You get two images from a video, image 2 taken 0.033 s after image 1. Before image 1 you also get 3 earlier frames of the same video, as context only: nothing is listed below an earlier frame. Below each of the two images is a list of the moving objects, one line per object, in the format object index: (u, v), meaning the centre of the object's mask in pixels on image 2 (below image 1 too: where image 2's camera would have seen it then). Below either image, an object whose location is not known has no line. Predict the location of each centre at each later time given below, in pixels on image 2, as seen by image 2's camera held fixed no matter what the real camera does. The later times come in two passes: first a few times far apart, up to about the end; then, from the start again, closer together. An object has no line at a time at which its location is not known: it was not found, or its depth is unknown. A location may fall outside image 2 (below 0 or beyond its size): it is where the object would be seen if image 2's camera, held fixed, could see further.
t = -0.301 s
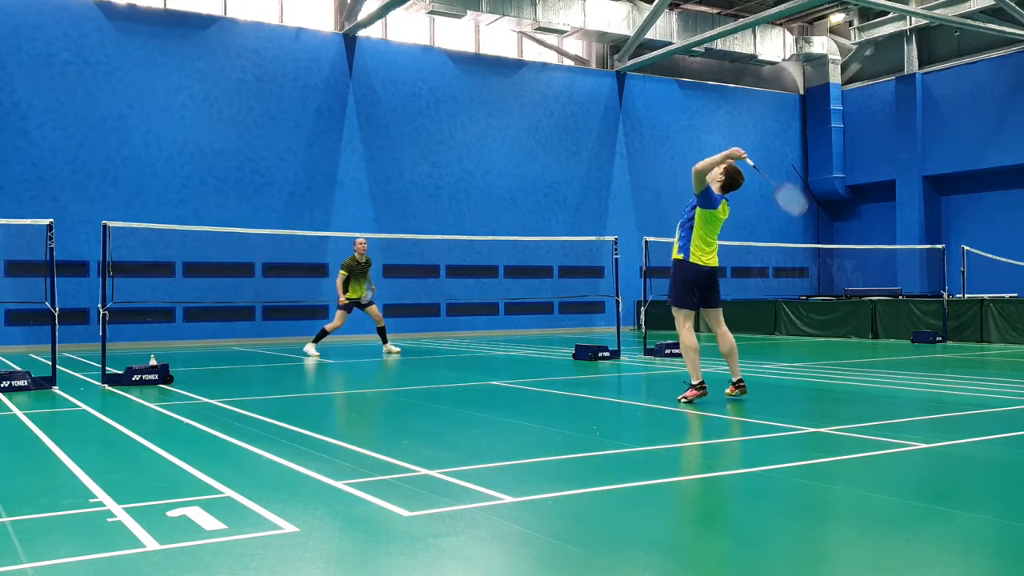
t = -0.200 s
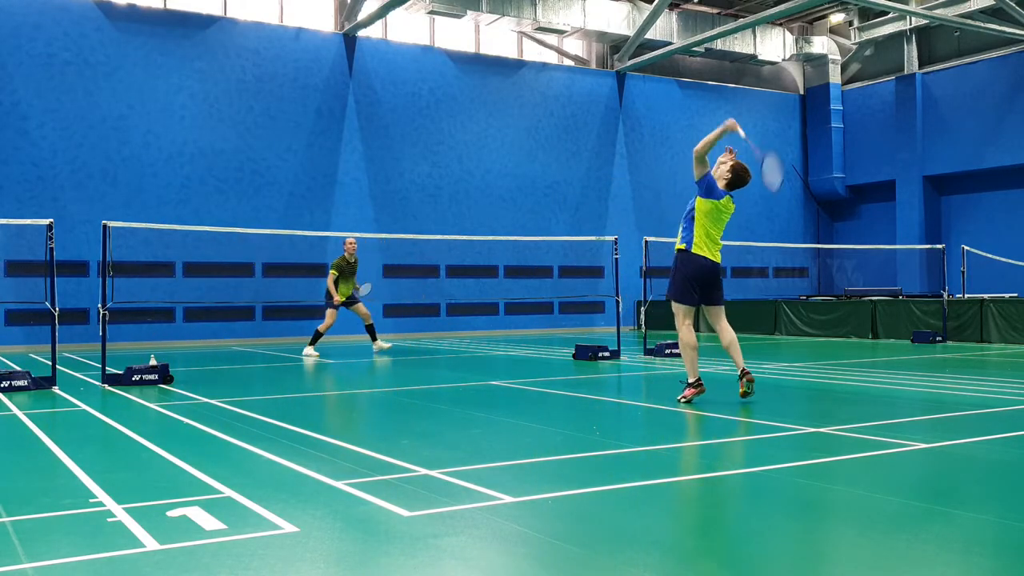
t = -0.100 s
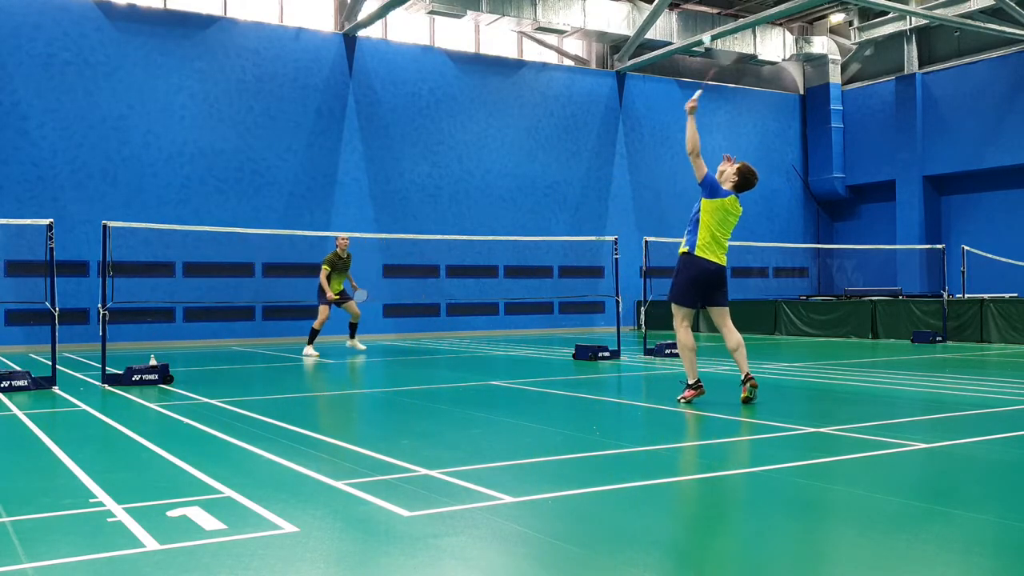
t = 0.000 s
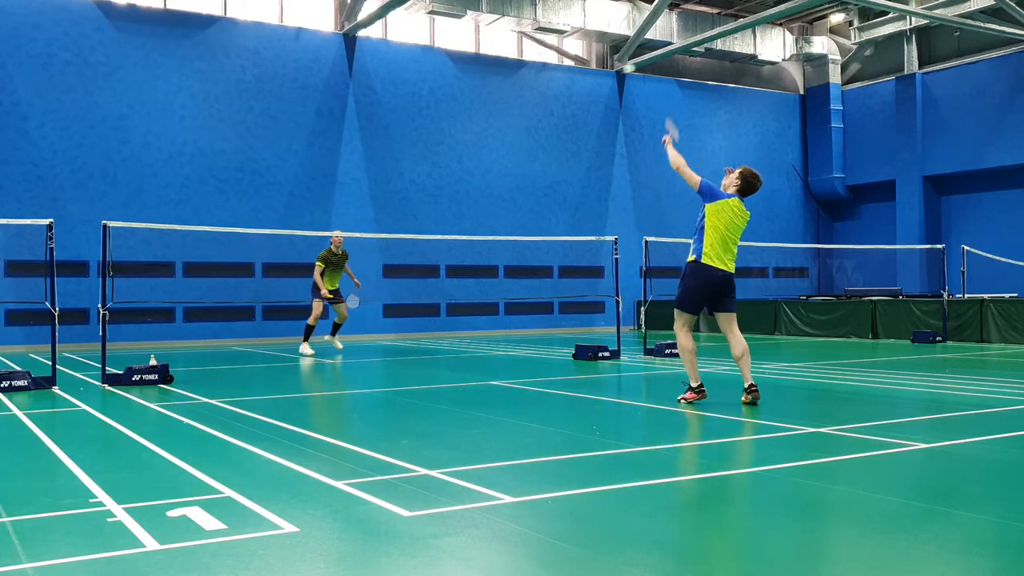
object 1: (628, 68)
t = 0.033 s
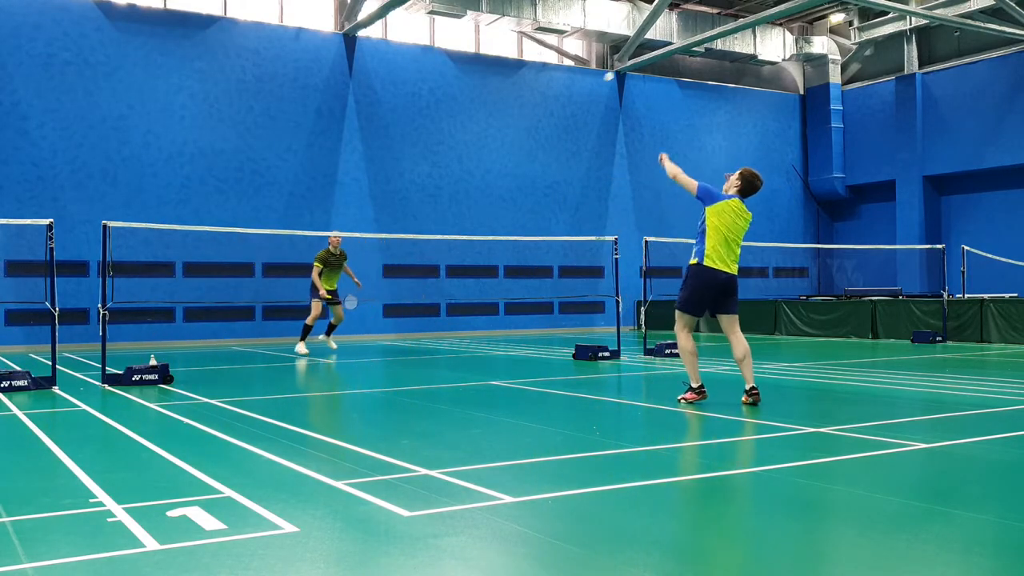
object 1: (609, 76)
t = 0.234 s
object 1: (528, 125)
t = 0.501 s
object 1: (476, 198)
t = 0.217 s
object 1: (533, 121)
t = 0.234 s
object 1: (528, 125)
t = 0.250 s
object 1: (524, 129)
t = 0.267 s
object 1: (519, 134)
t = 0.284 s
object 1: (515, 137)
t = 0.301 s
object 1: (511, 142)
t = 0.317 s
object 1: (507, 146)
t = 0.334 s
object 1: (504, 151)
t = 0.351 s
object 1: (501, 155)
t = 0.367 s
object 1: (498, 160)
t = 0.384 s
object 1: (494, 164)
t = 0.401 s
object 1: (491, 169)
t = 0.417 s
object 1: (488, 174)
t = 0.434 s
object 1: (486, 178)
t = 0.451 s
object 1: (483, 183)
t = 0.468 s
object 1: (481, 188)
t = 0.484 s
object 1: (478, 193)
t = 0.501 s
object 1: (476, 198)
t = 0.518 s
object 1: (474, 203)
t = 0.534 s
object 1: (472, 208)
